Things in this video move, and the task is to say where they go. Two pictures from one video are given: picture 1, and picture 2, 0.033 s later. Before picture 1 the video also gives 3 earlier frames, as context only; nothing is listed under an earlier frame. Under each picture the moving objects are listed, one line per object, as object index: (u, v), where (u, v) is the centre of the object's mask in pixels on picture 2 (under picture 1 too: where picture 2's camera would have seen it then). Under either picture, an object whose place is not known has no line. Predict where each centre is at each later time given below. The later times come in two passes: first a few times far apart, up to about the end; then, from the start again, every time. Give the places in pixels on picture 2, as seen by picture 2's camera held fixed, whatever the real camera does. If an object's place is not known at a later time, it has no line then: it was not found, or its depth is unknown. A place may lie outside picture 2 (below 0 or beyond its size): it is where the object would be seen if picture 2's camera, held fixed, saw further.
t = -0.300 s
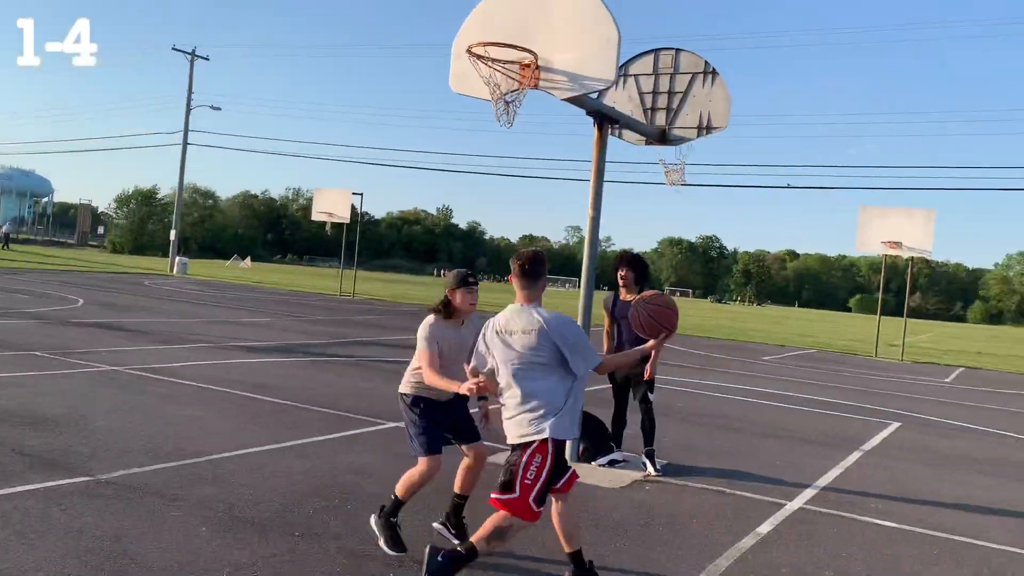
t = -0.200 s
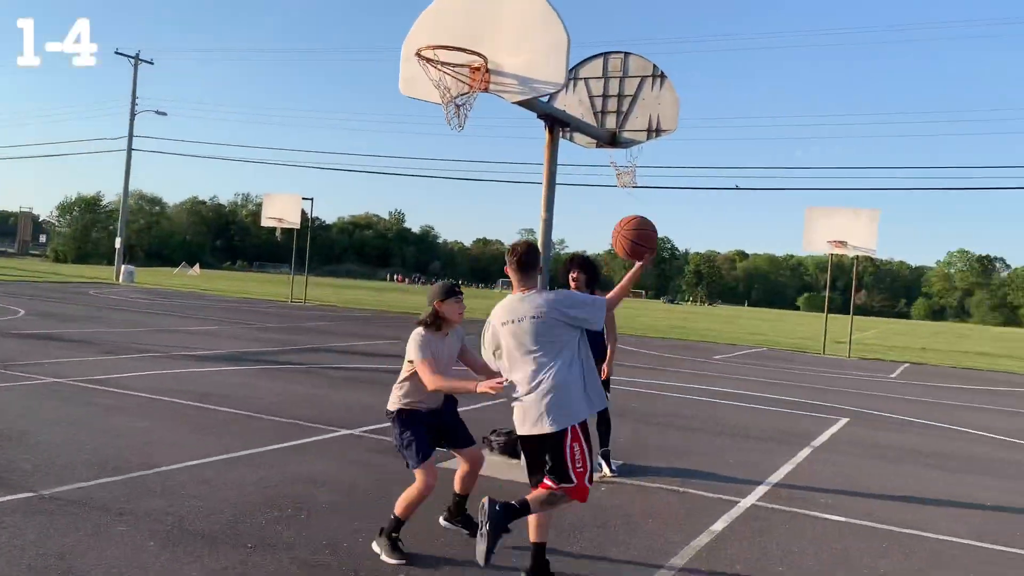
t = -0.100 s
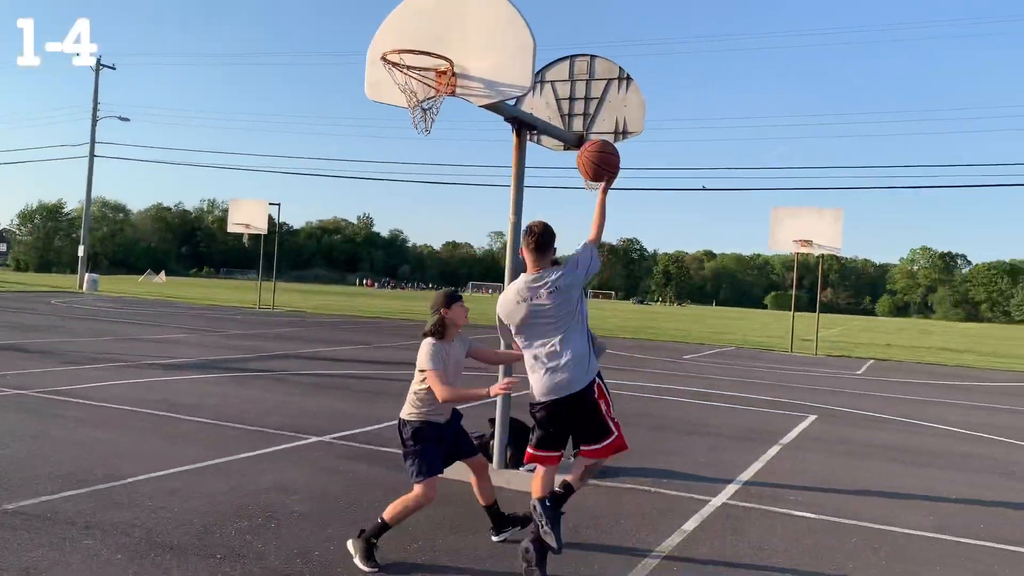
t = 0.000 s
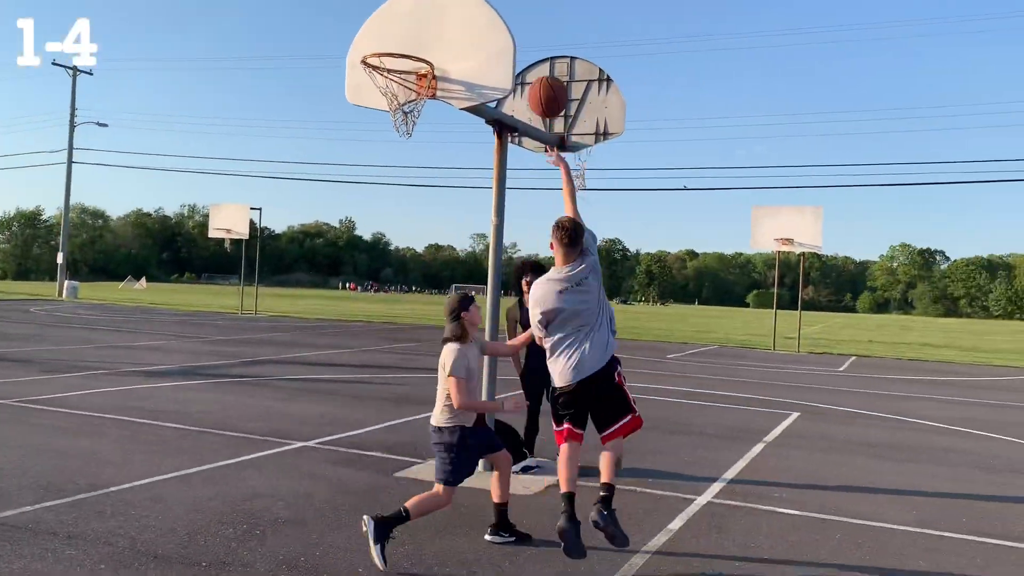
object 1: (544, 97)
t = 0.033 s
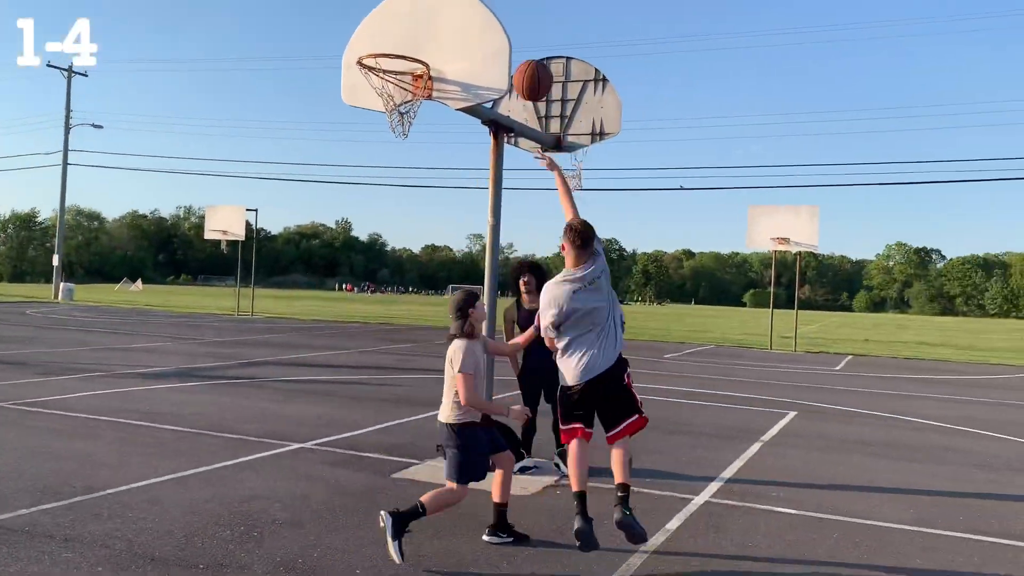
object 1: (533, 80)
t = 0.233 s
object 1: (472, 26)
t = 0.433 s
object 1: (421, 37)
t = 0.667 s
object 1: (378, 42)
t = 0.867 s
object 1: (353, 43)
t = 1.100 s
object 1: (321, 85)
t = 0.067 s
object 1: (522, 66)
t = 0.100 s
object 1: (512, 54)
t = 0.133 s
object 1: (501, 44)
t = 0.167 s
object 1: (492, 36)
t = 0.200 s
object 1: (482, 30)
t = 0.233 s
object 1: (472, 26)
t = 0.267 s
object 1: (463, 24)
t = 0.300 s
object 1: (454, 23)
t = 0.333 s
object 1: (445, 24)
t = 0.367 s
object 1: (437, 27)
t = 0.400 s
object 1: (429, 31)
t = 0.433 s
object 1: (421, 37)
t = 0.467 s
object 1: (413, 43)
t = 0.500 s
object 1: (405, 50)
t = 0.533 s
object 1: (396, 54)
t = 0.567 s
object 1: (390, 52)
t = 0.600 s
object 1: (386, 48)
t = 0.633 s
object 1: (382, 42)
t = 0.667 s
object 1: (378, 42)
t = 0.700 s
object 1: (374, 42)
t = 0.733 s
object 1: (370, 43)
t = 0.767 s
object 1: (366, 45)
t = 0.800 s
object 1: (362, 44)
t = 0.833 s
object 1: (358, 43)
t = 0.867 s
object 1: (353, 43)
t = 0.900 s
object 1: (349, 44)
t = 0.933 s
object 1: (344, 47)
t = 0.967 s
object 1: (340, 51)
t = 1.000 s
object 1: (335, 57)
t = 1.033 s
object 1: (330, 65)
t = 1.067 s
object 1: (326, 74)
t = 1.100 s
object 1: (321, 85)
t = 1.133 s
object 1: (316, 97)
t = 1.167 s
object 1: (312, 111)
